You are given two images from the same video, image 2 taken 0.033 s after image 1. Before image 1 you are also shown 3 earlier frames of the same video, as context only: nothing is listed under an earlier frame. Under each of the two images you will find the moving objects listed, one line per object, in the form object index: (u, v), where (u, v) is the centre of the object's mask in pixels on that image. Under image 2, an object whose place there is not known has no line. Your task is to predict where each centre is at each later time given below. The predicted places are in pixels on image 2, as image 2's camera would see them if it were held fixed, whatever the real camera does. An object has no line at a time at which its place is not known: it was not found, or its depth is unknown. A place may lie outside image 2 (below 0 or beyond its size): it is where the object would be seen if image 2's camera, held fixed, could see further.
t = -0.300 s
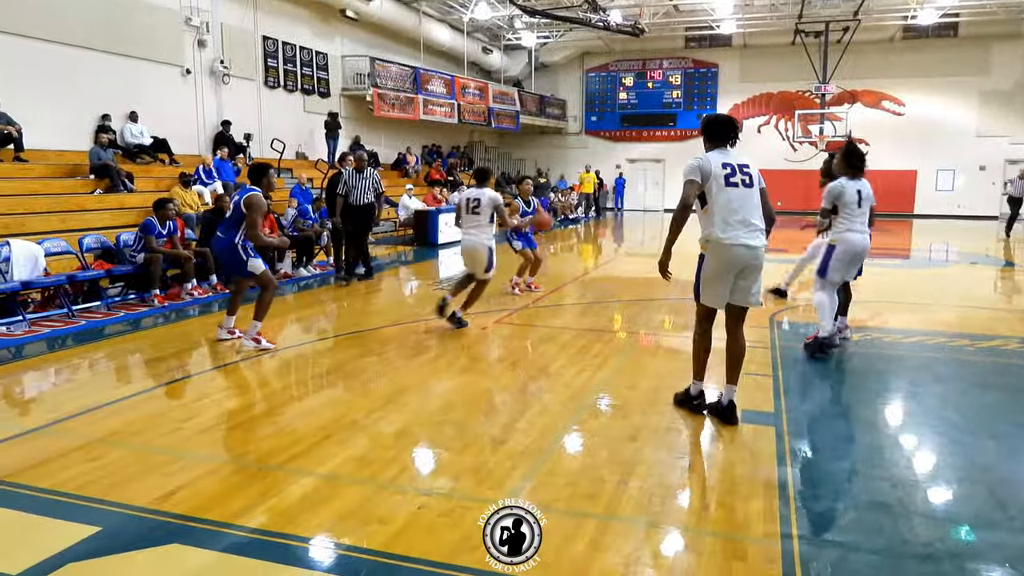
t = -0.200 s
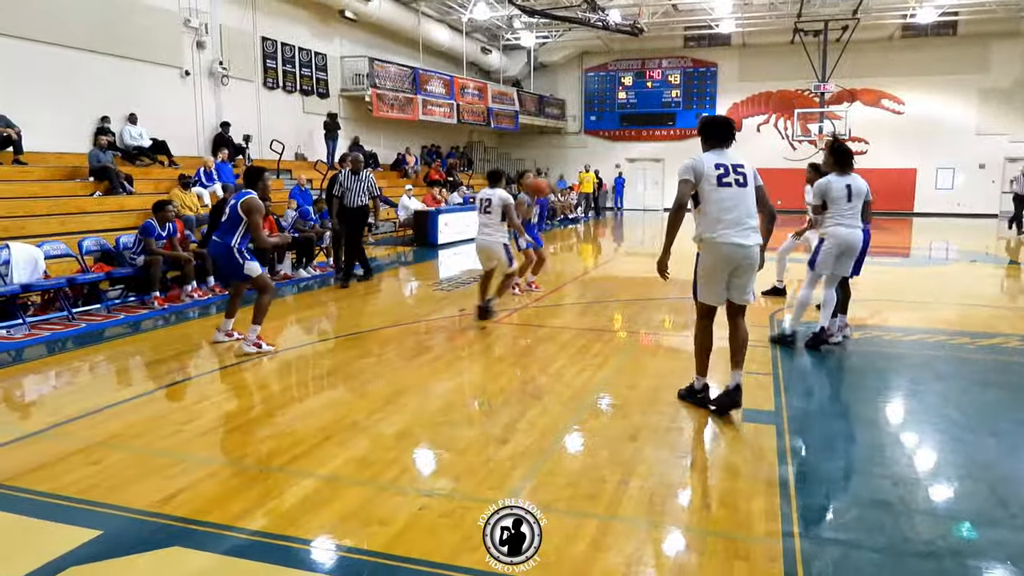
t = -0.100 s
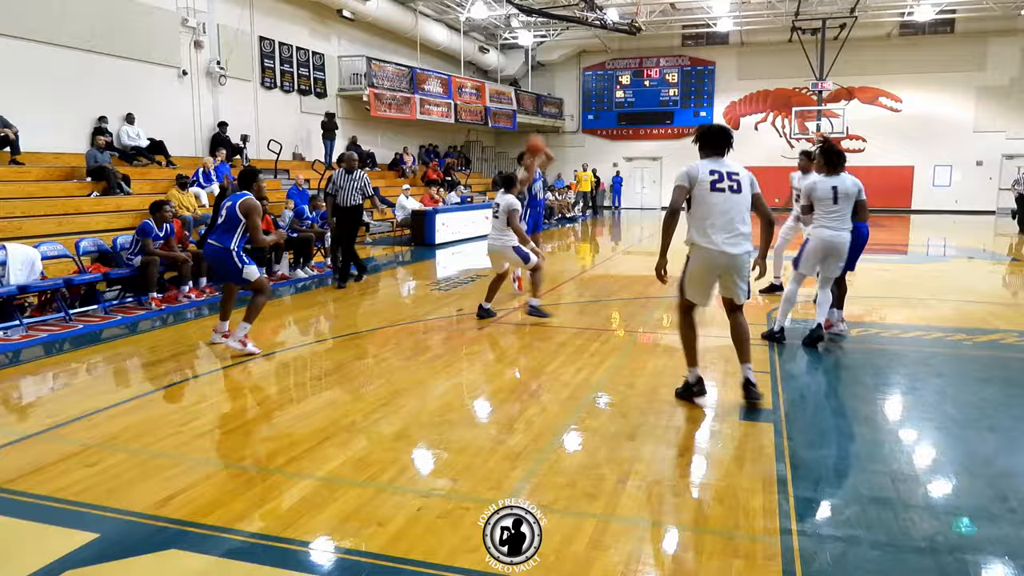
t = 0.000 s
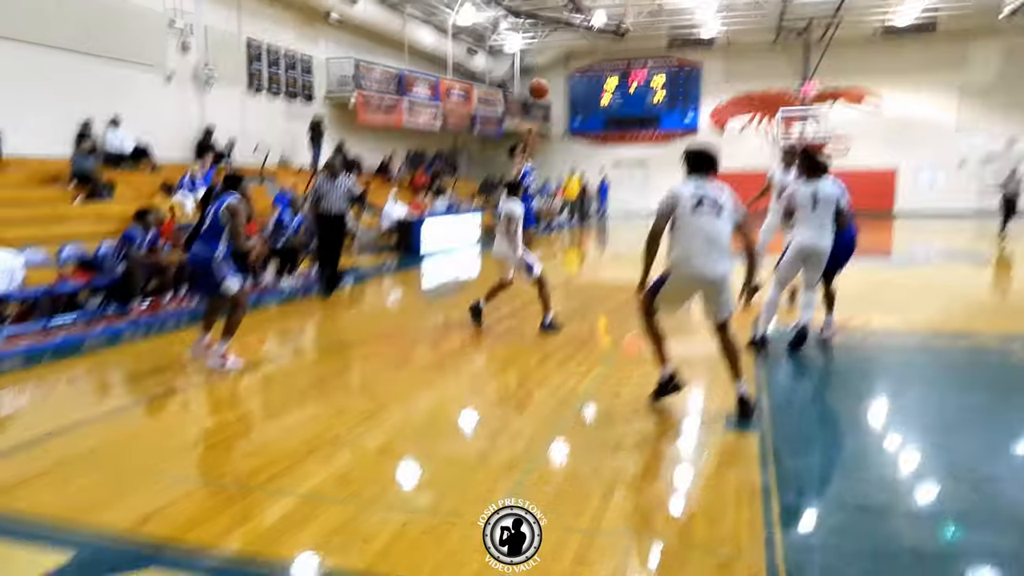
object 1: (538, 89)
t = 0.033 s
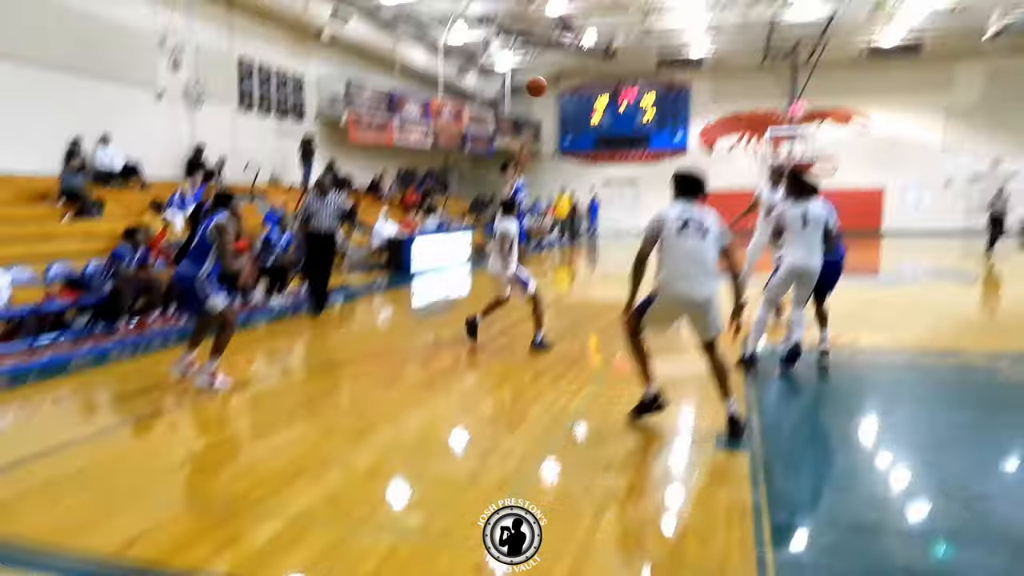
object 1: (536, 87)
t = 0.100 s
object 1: (552, 43)
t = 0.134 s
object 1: (558, 21)
